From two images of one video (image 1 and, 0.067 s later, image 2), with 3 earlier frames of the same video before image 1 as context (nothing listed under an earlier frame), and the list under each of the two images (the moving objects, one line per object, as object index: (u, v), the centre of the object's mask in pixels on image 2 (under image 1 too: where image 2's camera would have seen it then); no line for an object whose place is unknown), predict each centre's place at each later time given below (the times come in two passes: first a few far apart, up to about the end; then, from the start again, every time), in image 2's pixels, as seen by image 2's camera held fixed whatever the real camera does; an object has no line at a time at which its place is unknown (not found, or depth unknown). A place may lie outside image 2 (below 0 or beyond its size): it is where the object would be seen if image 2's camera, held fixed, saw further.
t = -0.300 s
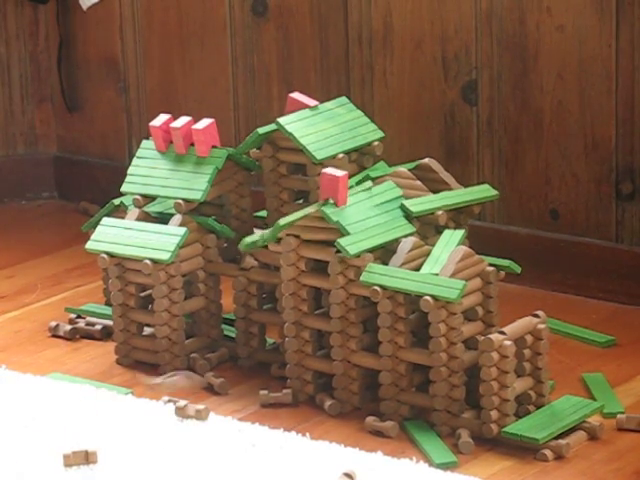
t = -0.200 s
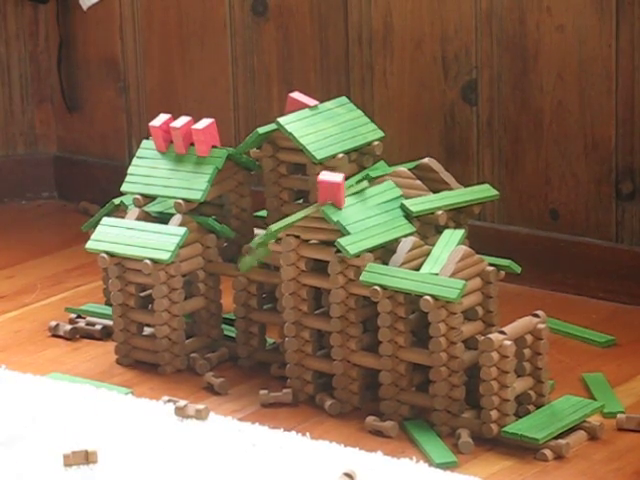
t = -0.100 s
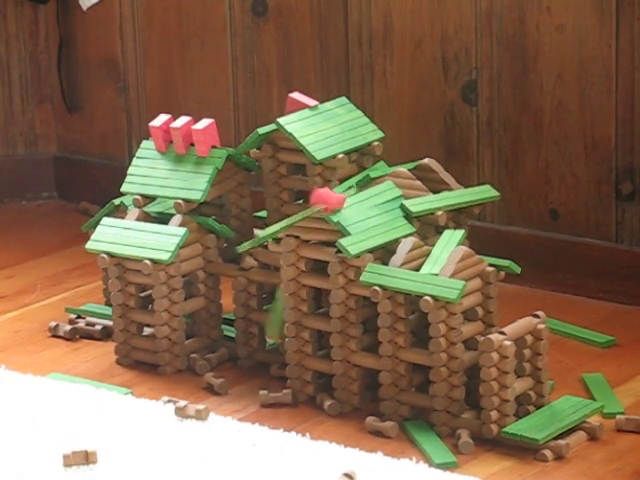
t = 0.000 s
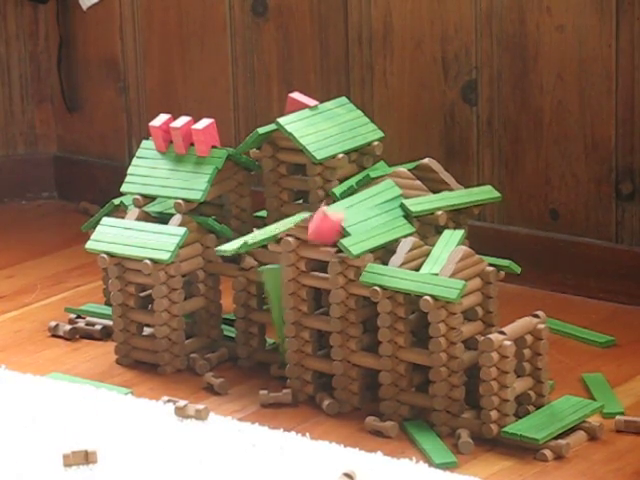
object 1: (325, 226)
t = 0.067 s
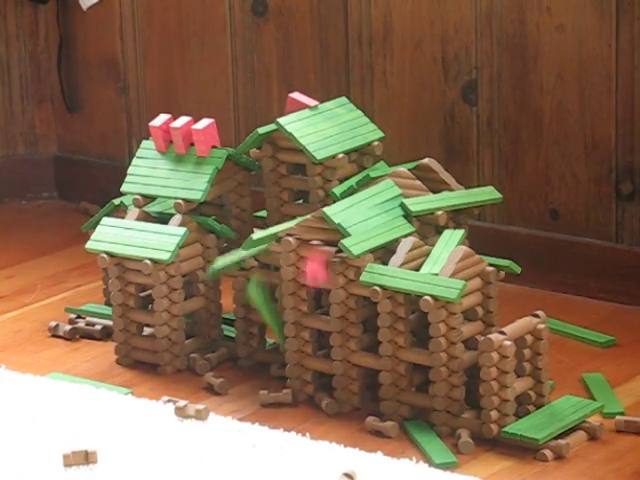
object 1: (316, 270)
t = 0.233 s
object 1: (288, 407)
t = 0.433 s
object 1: (260, 414)
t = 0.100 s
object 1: (309, 298)
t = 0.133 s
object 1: (305, 333)
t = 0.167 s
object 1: (298, 378)
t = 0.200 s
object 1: (294, 409)
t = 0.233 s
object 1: (288, 407)
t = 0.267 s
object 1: (282, 409)
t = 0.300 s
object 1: (274, 409)
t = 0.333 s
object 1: (271, 407)
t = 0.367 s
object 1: (268, 413)
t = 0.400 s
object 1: (265, 413)
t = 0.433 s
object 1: (260, 414)
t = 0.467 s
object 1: (258, 414)
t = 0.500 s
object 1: (257, 414)
